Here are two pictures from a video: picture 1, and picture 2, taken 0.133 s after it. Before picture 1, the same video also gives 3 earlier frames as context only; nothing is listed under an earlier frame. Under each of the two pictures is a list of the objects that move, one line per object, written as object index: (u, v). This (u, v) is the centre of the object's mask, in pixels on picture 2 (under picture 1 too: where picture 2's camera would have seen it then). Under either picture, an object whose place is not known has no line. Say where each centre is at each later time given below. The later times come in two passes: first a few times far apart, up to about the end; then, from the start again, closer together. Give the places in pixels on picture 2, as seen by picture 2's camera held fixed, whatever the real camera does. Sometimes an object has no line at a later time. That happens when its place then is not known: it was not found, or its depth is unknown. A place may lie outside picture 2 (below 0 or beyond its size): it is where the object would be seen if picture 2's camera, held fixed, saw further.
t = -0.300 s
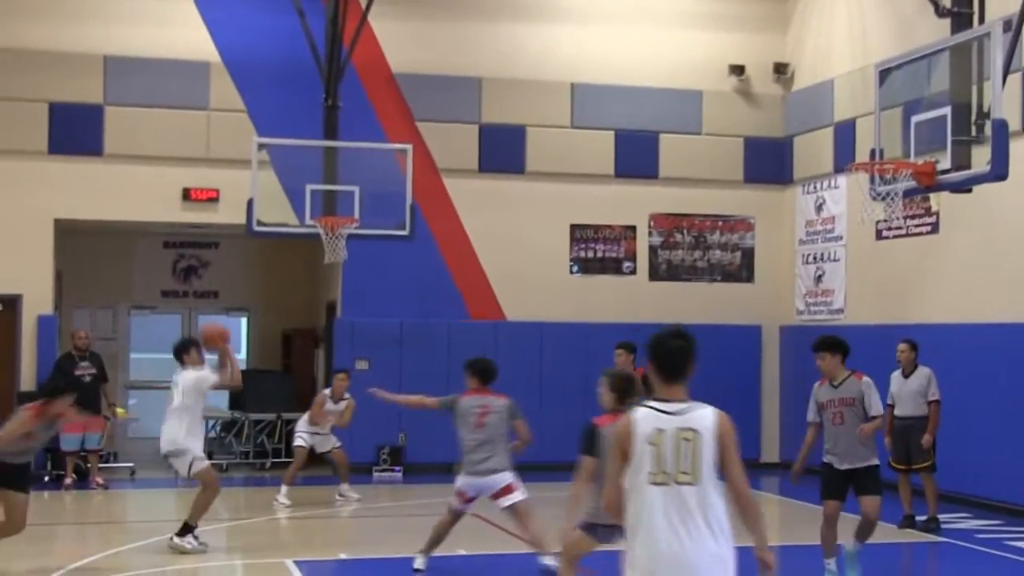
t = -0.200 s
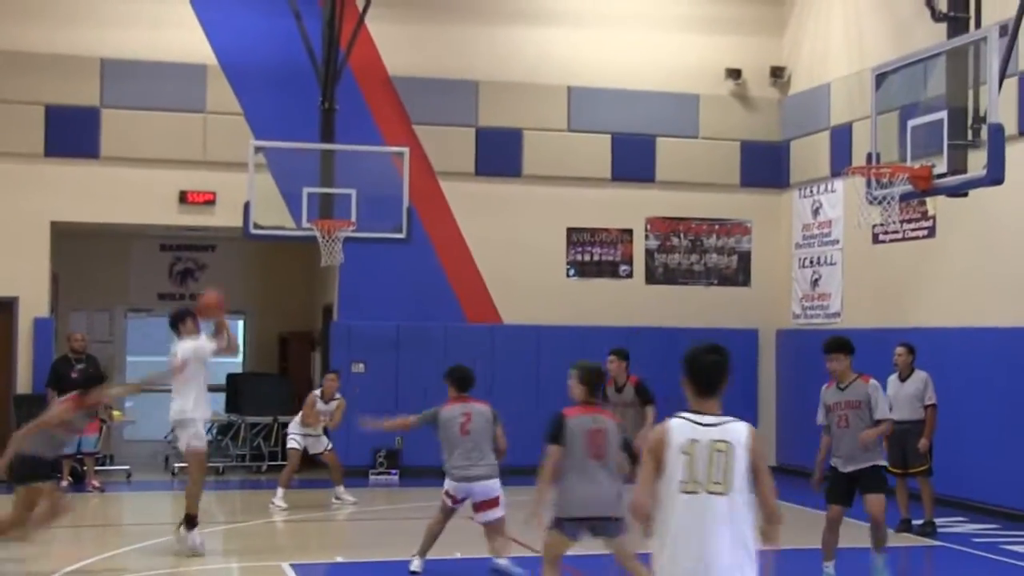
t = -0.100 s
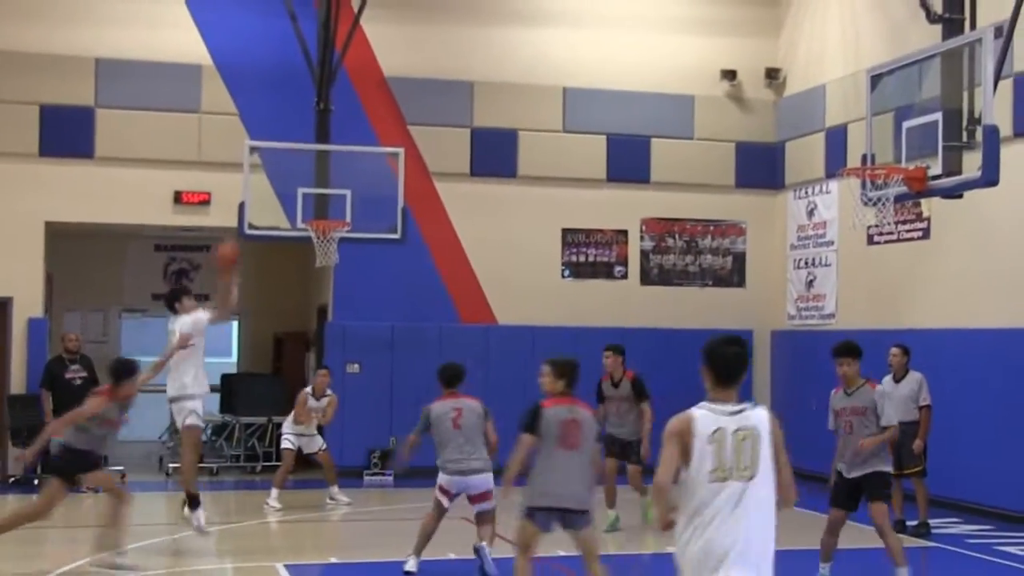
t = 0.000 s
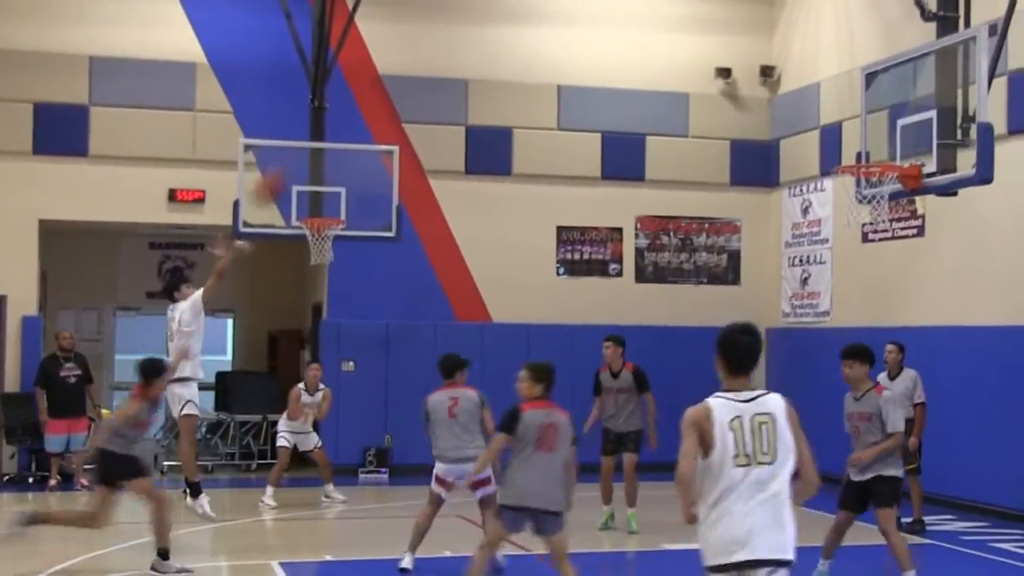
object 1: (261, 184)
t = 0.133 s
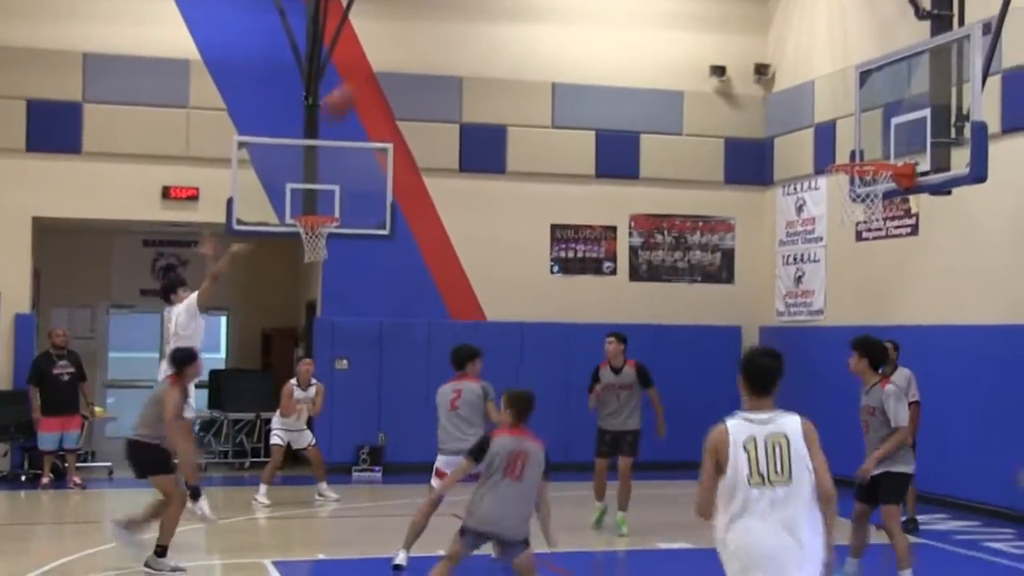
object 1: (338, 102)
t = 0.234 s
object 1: (396, 58)
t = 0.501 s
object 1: (545, -6)
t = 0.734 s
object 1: (676, 10)
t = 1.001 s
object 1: (825, 109)
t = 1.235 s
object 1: (841, 184)
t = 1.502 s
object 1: (844, 212)
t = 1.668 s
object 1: (861, 267)
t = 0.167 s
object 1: (357, 84)
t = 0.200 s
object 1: (378, 71)
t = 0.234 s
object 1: (396, 58)
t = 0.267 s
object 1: (414, 46)
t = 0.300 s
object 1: (432, 34)
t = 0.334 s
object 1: (451, 24)
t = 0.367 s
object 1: (469, 15)
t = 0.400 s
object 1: (488, 8)
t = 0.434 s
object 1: (507, 2)
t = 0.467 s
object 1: (527, -3)
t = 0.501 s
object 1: (545, -6)
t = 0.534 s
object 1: (564, -8)
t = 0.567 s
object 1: (582, -9)
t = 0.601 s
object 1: (602, -8)
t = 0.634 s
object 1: (620, -5)
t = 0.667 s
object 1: (638, -3)
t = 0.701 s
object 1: (657, 3)
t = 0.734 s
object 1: (676, 10)
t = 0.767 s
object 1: (694, 18)
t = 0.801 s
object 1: (712, 26)
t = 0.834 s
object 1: (732, 37)
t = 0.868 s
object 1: (749, 49)
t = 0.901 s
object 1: (768, 61)
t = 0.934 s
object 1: (789, 78)
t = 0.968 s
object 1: (807, 93)
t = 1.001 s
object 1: (825, 109)
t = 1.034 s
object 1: (847, 133)
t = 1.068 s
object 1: (863, 150)
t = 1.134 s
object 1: (862, 185)
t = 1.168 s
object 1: (855, 192)
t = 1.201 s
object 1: (848, 190)
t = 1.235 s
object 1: (841, 184)
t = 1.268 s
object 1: (839, 182)
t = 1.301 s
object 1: (837, 182)
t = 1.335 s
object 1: (836, 184)
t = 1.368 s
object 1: (837, 187)
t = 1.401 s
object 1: (839, 191)
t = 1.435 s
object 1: (841, 195)
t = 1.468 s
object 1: (844, 202)
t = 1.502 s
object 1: (844, 212)
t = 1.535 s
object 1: (848, 219)
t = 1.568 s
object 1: (852, 229)
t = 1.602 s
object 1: (855, 240)
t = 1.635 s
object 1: (858, 254)
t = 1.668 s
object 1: (861, 267)
